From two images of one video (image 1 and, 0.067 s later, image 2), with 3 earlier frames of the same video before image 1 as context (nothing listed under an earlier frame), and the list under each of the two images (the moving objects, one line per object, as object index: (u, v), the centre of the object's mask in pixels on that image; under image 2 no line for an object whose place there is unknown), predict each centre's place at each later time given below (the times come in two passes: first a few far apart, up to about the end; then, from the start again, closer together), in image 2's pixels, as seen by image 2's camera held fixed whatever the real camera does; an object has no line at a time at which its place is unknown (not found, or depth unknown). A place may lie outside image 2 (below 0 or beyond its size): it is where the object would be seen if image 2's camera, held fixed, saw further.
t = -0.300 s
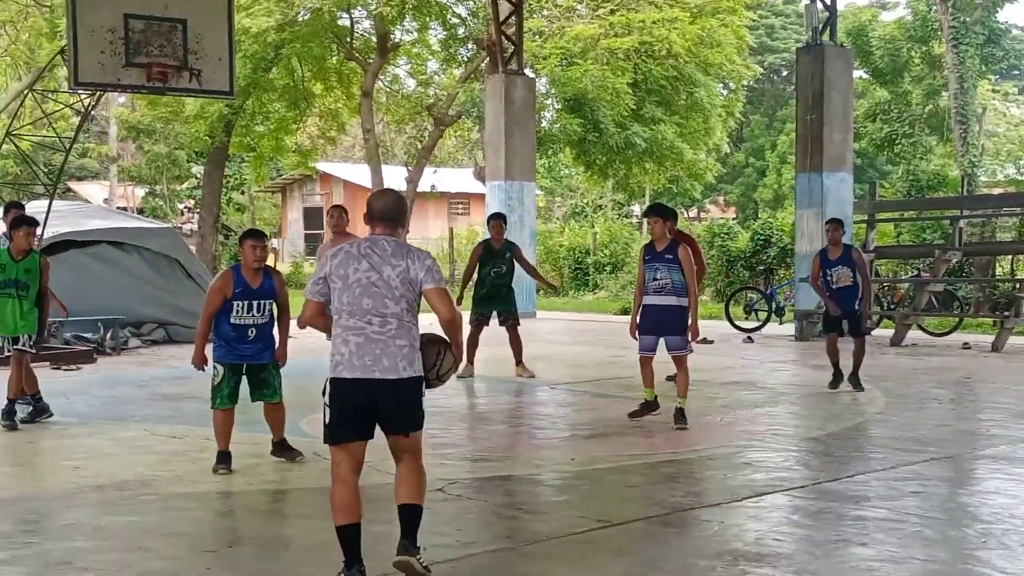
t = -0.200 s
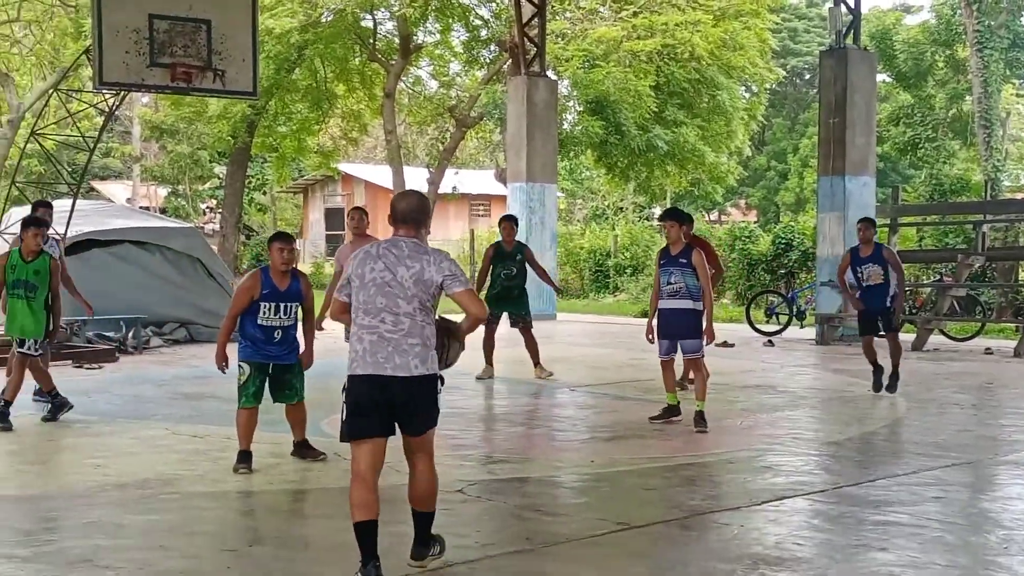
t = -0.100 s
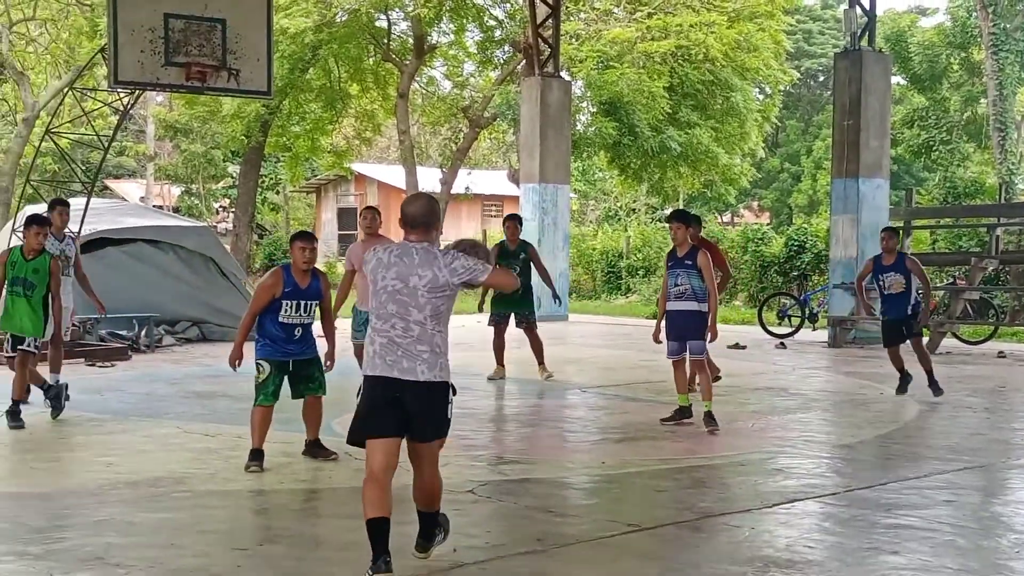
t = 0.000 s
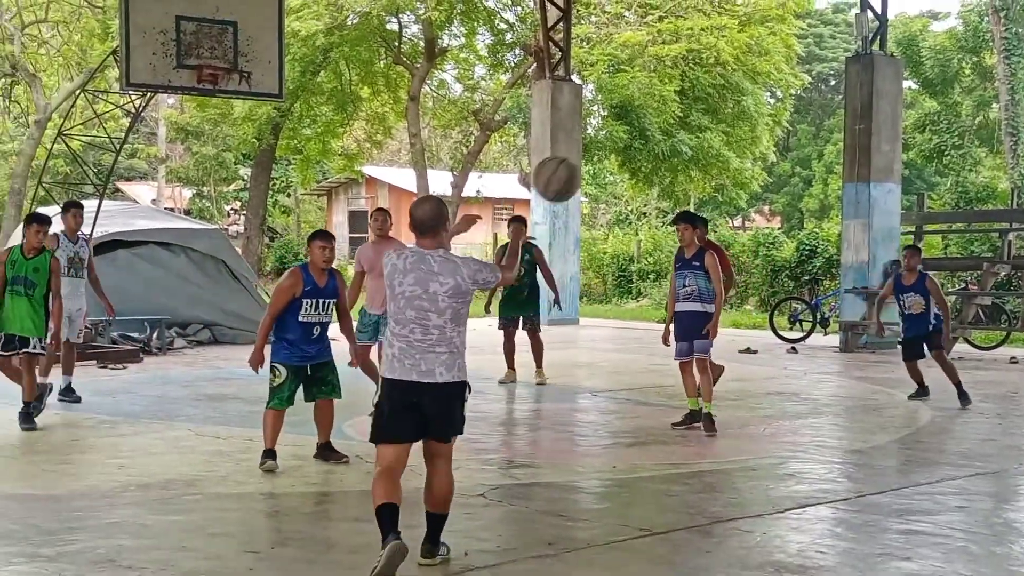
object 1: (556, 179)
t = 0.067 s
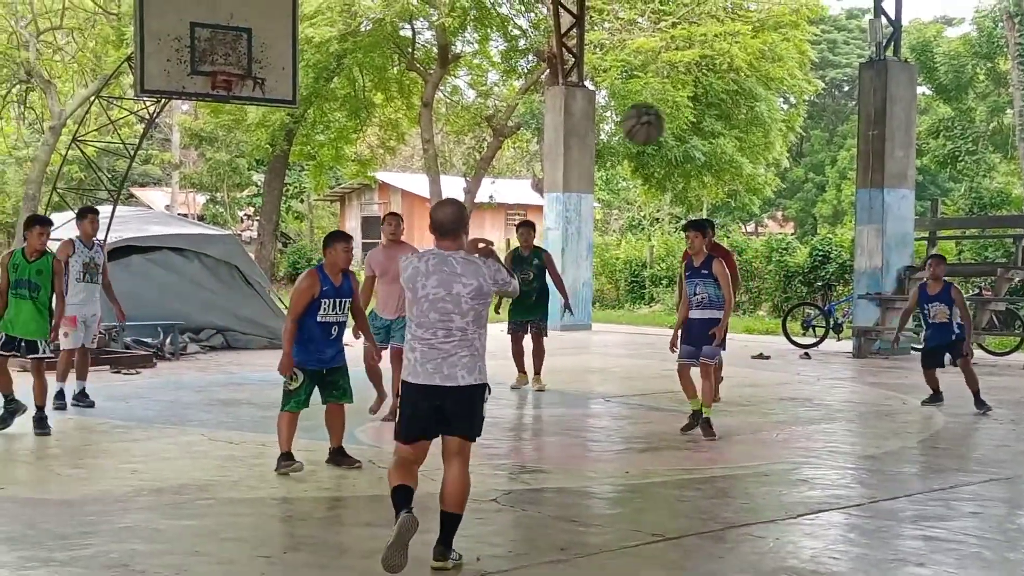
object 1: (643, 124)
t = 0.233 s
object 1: (738, 75)
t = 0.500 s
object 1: (855, 98)
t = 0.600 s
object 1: (884, 127)
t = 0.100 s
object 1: (663, 110)
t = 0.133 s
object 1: (684, 98)
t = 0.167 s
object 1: (703, 88)
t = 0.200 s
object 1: (721, 81)
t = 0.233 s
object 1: (738, 75)
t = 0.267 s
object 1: (753, 72)
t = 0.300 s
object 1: (769, 70)
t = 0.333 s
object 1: (783, 70)
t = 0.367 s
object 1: (797, 71)
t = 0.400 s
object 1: (809, 74)
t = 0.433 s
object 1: (833, 84)
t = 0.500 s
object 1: (855, 98)
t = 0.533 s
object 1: (865, 107)
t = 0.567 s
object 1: (876, 117)
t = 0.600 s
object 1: (884, 127)
